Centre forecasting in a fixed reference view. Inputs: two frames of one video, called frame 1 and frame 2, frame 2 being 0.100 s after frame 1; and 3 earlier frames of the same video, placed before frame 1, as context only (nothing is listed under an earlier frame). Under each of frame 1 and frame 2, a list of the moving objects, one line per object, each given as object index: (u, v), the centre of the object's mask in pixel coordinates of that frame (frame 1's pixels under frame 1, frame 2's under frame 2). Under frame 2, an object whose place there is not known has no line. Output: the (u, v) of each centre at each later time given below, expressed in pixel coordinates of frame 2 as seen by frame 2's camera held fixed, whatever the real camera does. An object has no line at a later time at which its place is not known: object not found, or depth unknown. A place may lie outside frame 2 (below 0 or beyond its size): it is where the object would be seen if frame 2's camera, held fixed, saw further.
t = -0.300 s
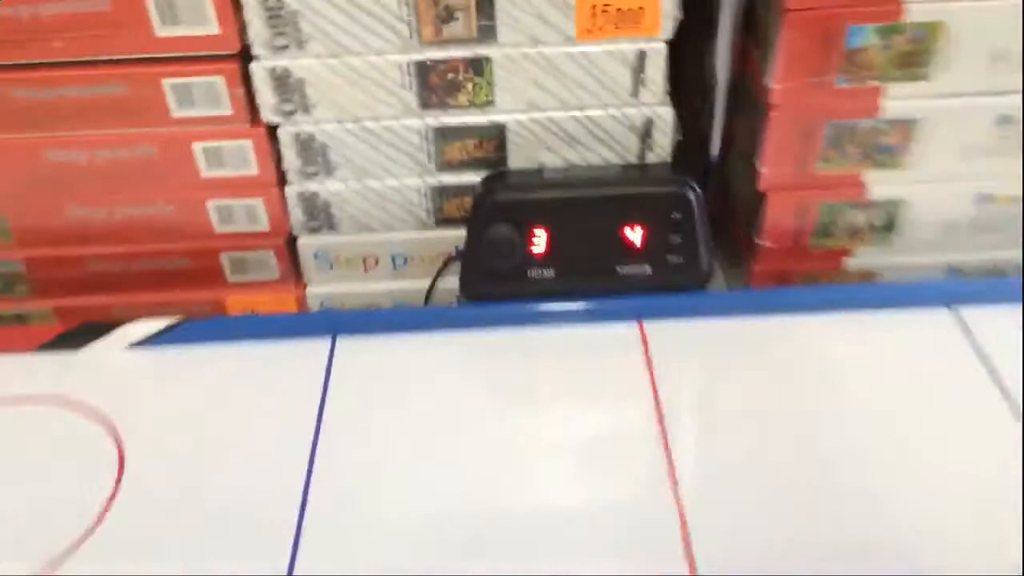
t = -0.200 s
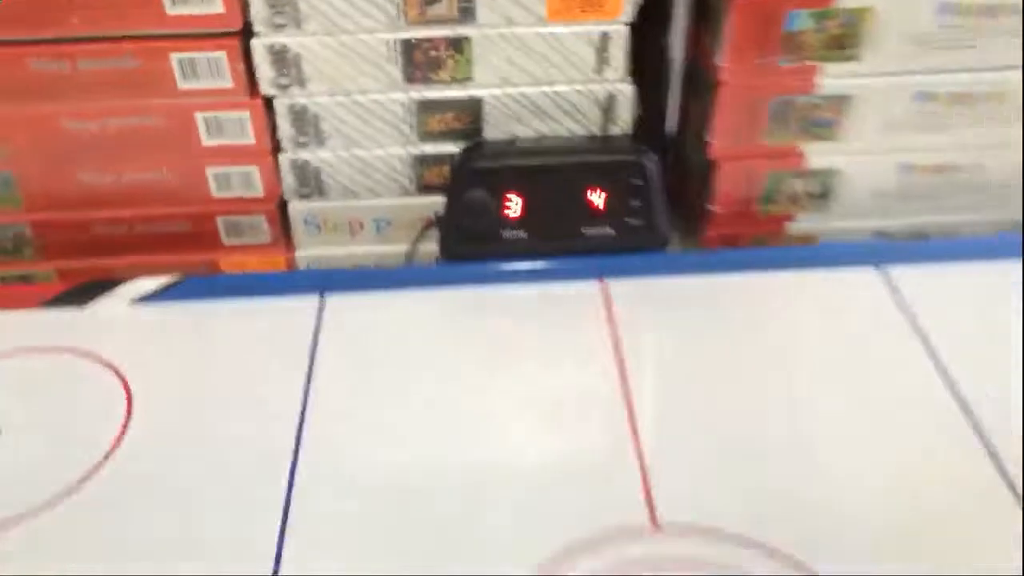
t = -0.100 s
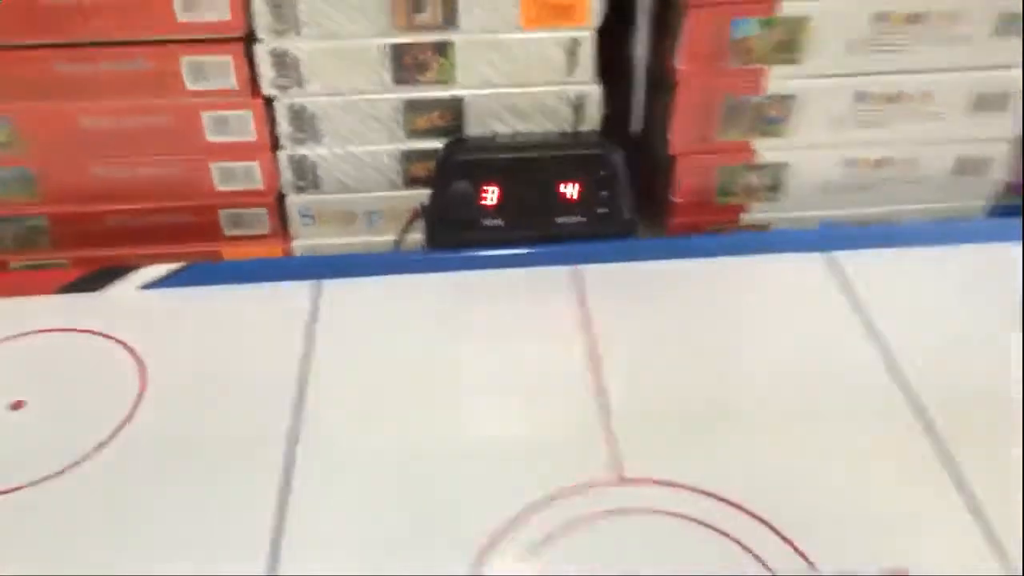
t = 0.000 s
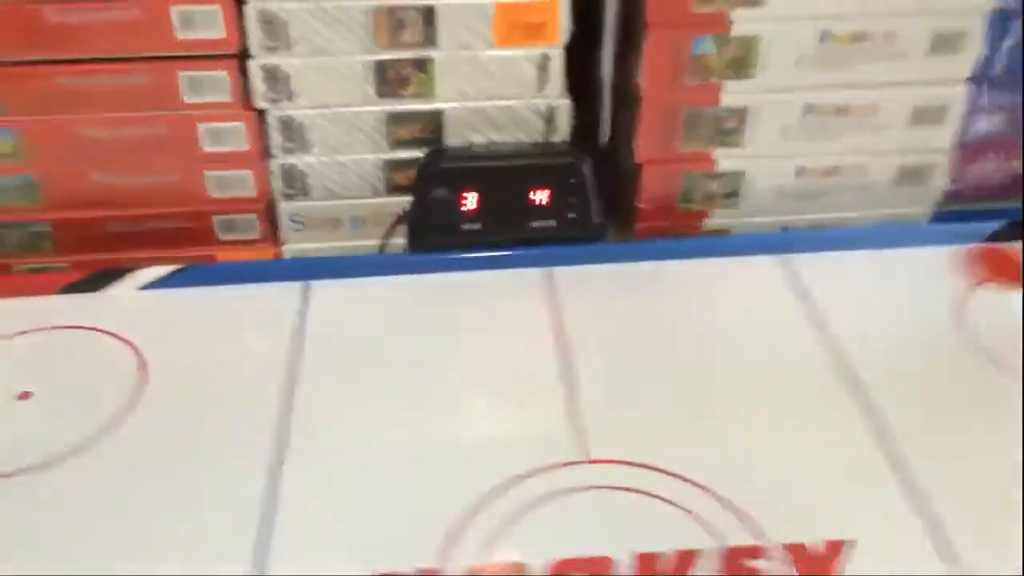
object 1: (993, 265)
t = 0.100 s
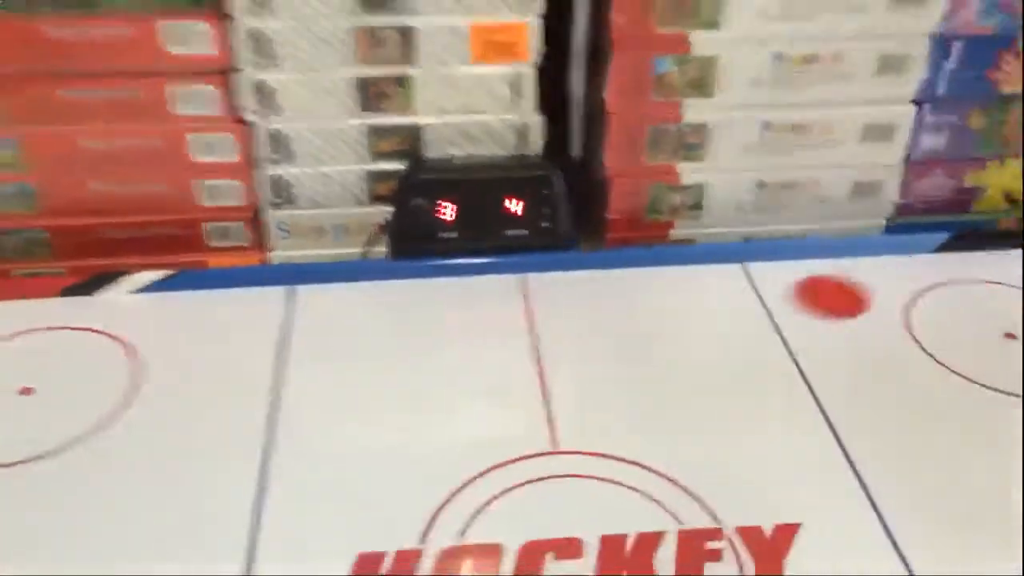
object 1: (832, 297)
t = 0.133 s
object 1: (791, 305)
